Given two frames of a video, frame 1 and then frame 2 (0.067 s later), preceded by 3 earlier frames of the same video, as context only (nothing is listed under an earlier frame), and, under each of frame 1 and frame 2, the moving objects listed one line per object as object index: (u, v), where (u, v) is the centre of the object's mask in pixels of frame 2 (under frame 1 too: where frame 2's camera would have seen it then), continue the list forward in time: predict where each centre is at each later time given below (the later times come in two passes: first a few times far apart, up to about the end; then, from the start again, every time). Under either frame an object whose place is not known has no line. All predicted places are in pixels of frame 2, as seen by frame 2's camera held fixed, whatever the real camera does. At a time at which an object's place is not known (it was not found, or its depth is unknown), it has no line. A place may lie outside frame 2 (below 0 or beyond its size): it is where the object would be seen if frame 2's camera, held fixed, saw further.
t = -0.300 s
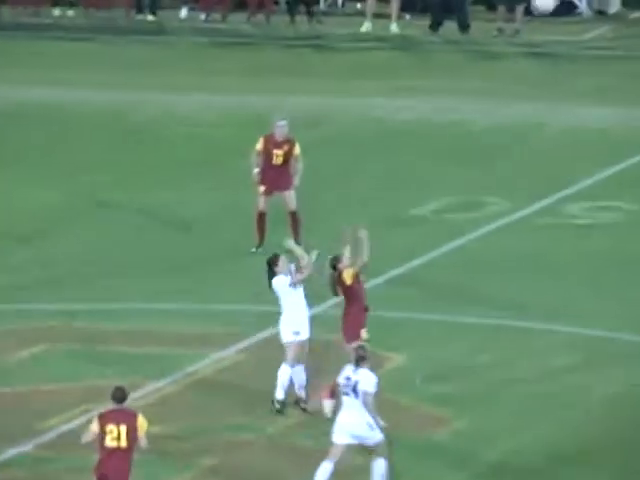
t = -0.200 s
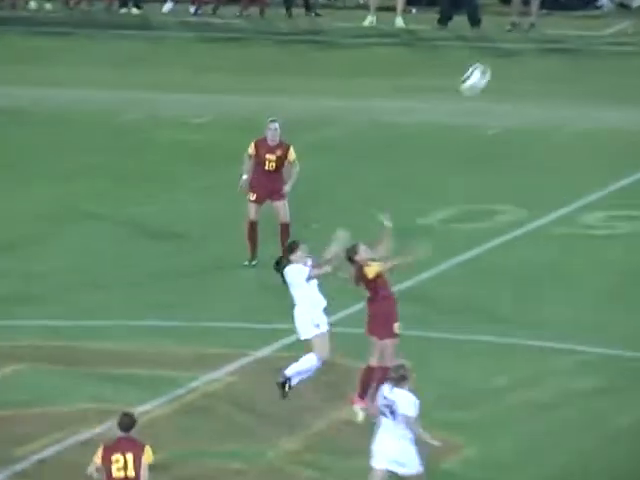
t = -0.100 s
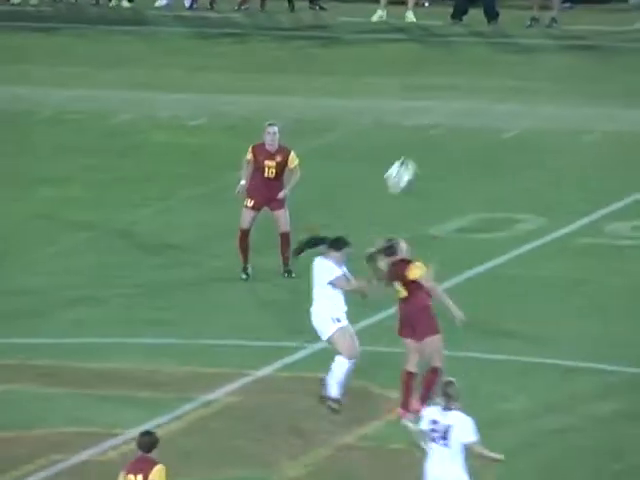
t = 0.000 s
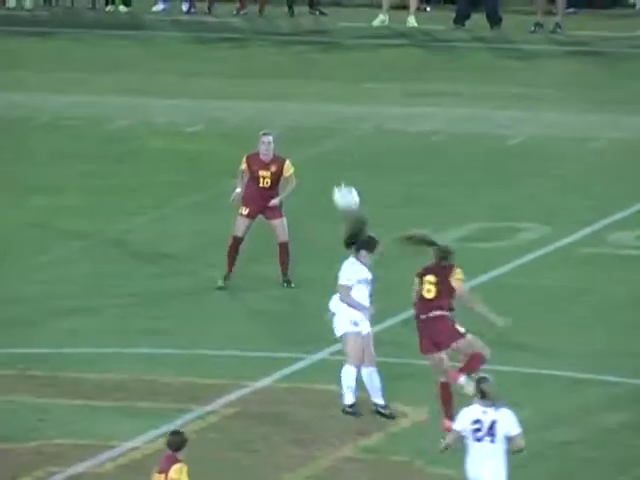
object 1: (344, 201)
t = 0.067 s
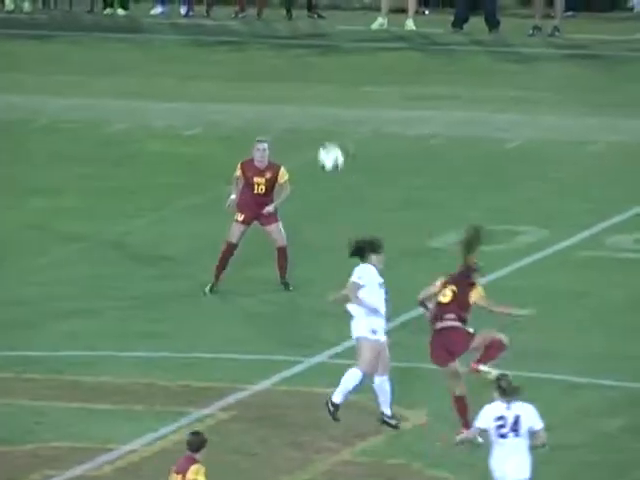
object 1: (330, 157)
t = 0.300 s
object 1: (289, 54)
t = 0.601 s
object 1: (234, 22)
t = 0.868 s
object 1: (187, 76)
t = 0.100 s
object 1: (325, 138)
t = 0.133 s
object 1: (318, 119)
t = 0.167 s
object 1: (313, 103)
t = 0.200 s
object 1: (306, 89)
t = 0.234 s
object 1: (299, 76)
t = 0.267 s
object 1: (293, 64)
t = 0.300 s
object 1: (289, 54)
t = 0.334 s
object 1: (283, 44)
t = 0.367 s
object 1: (277, 36)
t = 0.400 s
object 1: (271, 30)
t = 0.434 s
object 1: (266, 26)
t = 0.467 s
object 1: (257, 23)
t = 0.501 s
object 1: (252, 23)
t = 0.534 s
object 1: (246, 22)
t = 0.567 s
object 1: (239, 22)
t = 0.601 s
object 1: (234, 22)
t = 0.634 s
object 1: (226, 24)
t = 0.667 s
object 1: (221, 27)
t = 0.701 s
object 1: (217, 33)
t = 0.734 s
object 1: (211, 39)
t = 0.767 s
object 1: (206, 46)
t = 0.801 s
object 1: (200, 55)
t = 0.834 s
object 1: (190, 65)
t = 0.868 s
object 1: (187, 76)
